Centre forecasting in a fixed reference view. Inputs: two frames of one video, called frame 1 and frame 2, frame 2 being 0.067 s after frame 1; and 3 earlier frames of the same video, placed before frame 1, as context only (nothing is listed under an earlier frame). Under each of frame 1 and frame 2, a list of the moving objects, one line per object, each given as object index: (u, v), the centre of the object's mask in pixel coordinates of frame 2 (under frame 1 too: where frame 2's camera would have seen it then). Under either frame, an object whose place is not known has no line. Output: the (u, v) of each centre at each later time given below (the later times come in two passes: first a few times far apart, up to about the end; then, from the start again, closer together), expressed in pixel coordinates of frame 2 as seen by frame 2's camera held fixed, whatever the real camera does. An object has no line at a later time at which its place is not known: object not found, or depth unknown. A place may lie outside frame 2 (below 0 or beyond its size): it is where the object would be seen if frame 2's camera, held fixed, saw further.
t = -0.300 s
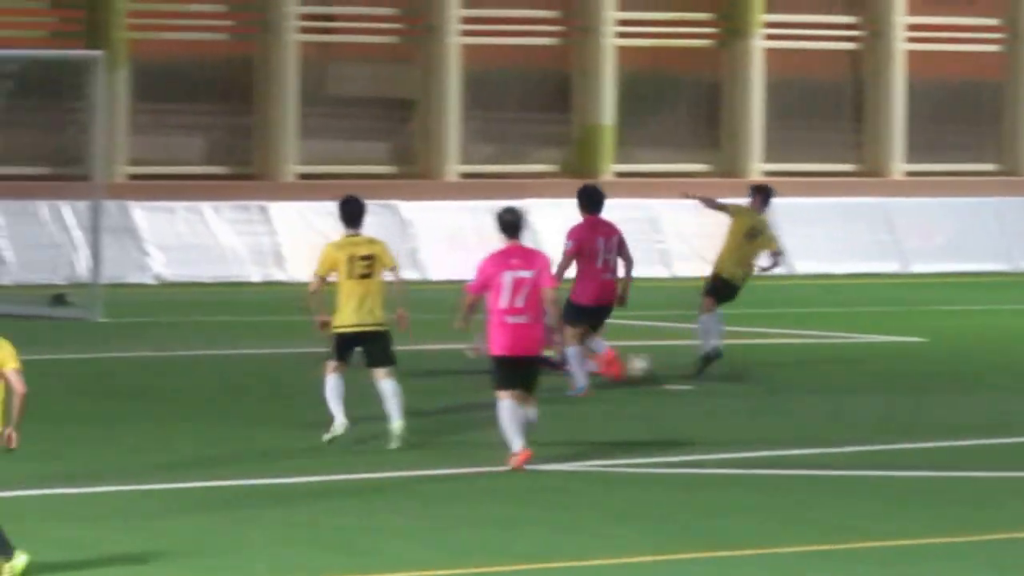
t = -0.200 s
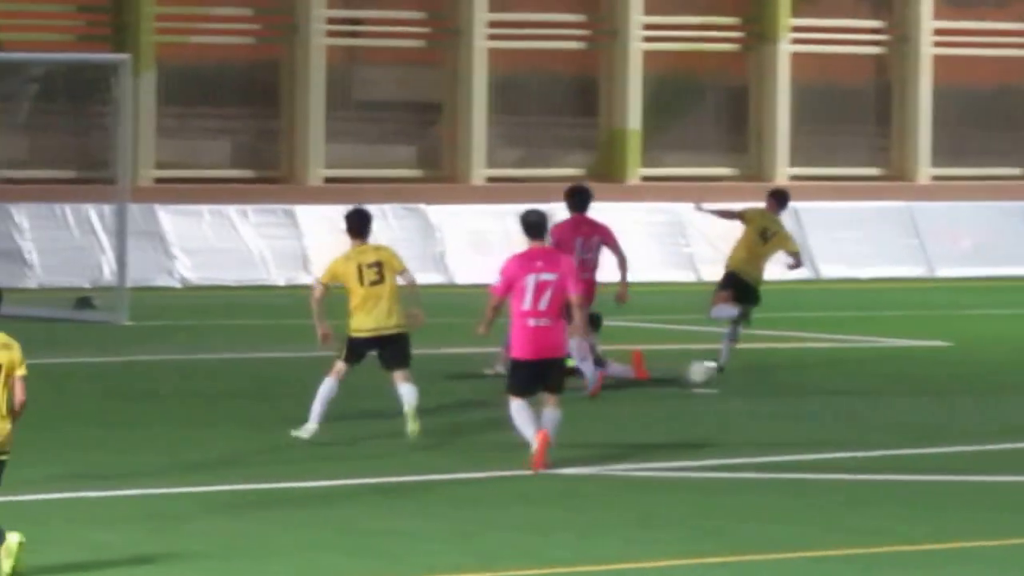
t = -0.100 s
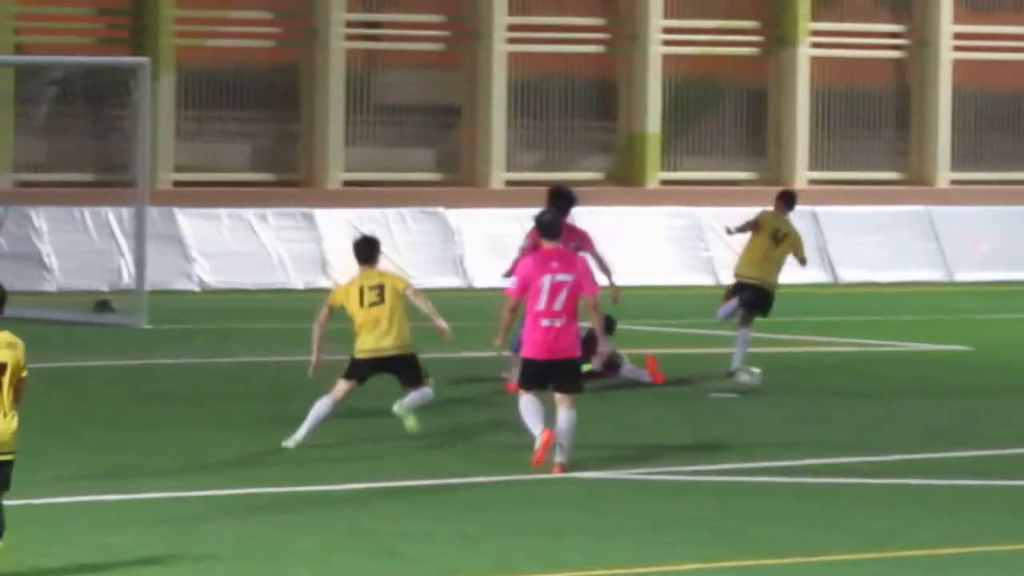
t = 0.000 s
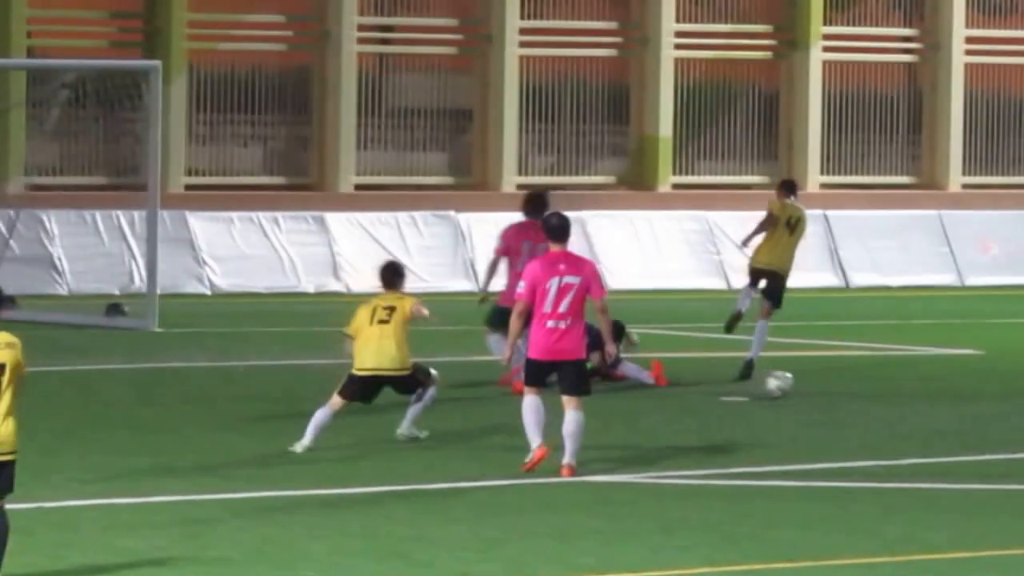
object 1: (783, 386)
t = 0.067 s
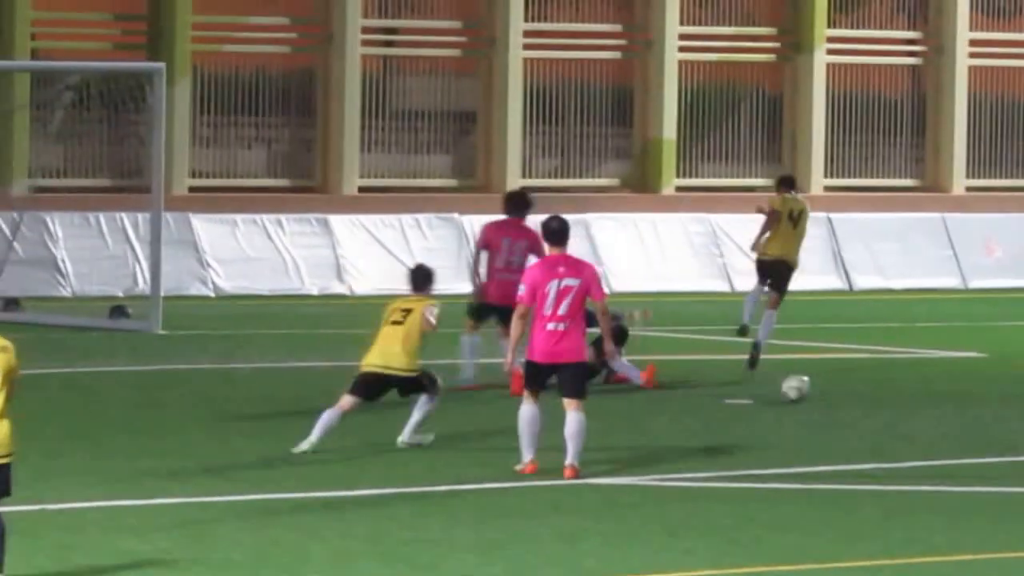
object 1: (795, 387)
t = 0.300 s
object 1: (834, 391)
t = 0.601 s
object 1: (887, 395)
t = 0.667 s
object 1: (898, 396)
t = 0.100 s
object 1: (801, 388)
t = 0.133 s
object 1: (807, 388)
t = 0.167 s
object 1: (813, 389)
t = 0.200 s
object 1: (818, 390)
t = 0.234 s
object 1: (823, 391)
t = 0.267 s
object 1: (829, 391)
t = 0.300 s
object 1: (834, 391)
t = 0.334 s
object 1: (840, 391)
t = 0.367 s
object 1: (846, 392)
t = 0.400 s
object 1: (853, 393)
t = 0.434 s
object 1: (859, 394)
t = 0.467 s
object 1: (866, 393)
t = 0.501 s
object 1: (871, 393)
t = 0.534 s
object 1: (878, 394)
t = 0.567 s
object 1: (884, 395)
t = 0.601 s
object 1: (887, 395)
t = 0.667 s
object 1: (898, 396)
